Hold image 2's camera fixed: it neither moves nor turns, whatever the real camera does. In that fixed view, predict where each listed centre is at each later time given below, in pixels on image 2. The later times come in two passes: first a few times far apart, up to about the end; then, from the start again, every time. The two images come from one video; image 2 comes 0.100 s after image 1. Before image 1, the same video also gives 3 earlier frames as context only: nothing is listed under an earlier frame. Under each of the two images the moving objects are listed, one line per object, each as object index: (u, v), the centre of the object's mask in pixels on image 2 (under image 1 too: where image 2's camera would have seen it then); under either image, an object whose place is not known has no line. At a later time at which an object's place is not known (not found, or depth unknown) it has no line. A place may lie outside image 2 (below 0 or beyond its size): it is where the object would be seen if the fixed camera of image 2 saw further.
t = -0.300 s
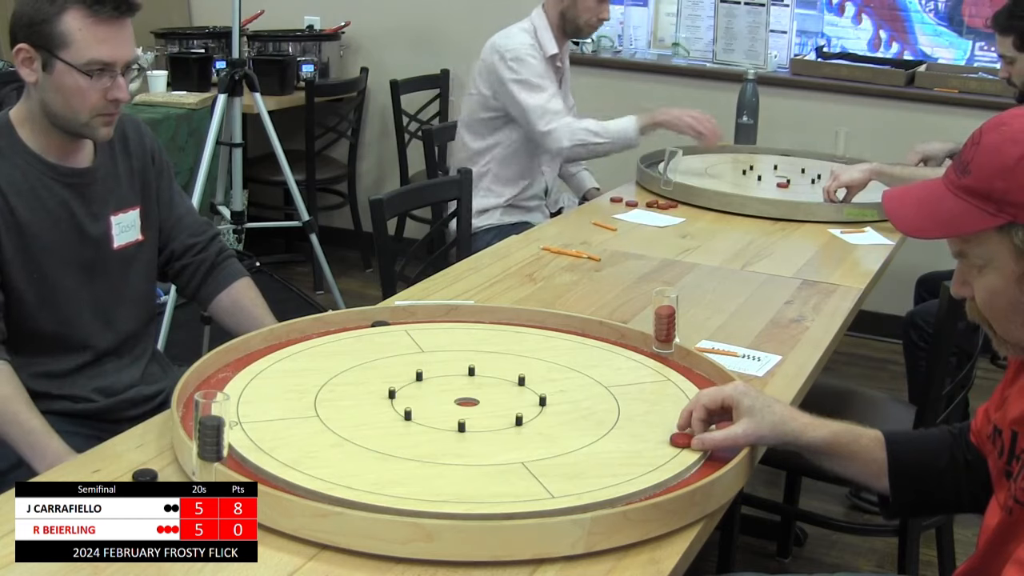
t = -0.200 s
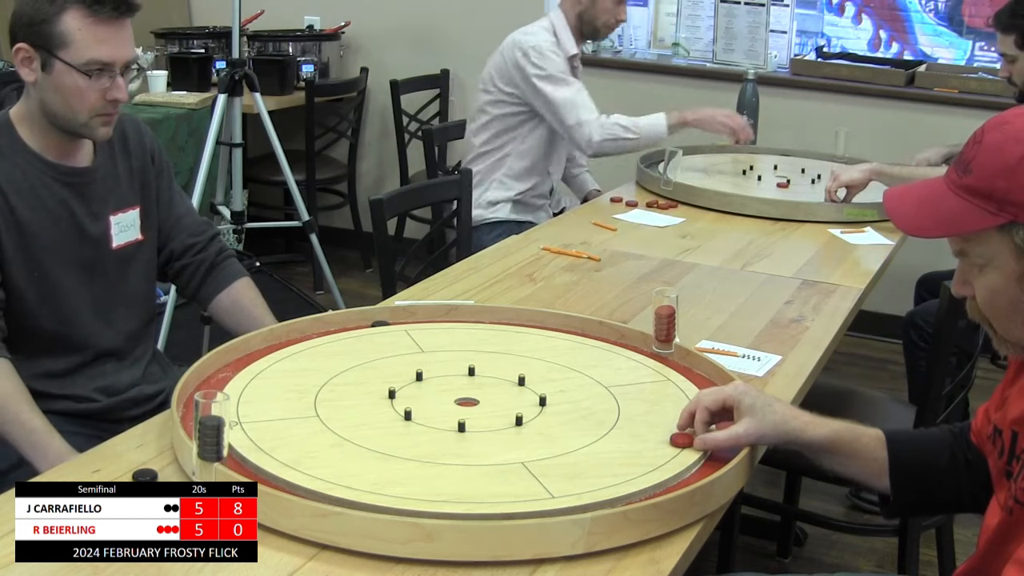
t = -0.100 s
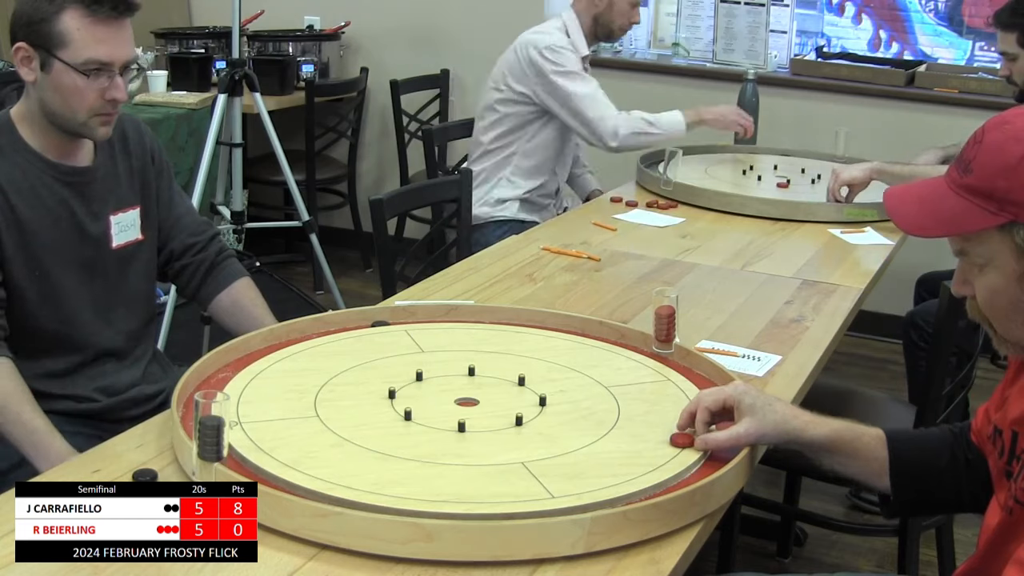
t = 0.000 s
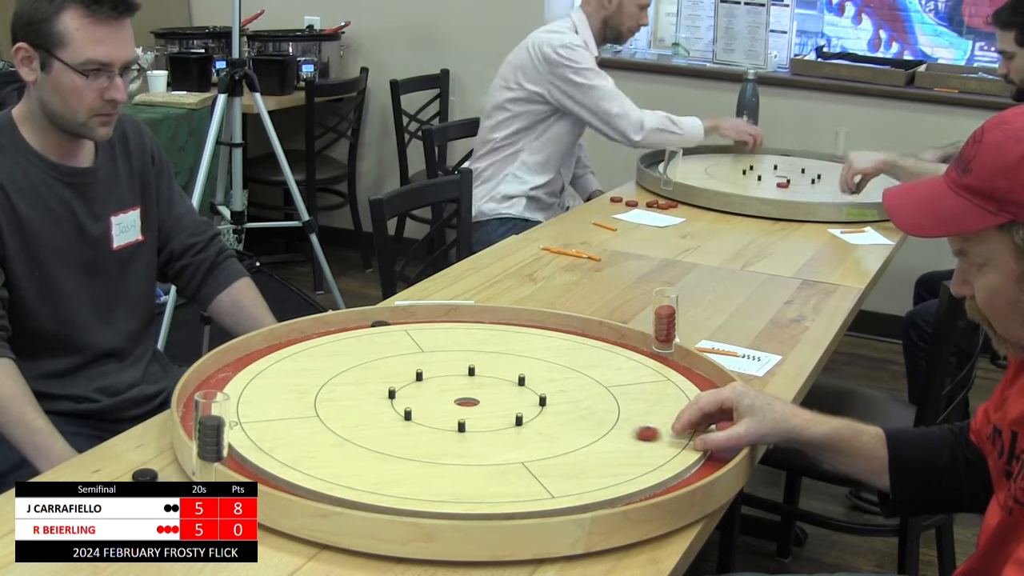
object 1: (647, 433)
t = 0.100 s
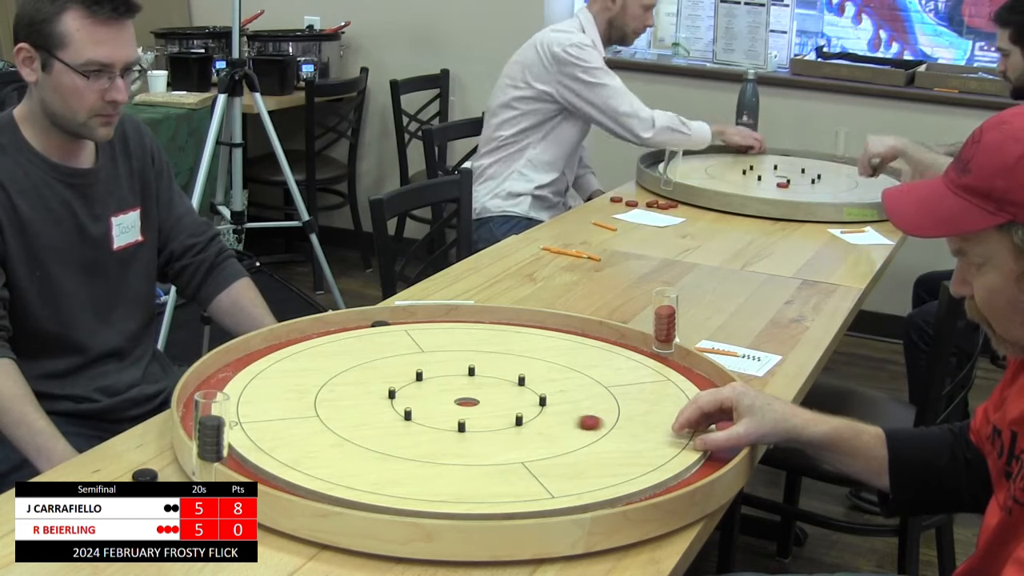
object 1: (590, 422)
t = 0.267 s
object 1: (514, 406)
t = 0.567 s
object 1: (453, 397)
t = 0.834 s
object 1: (453, 397)
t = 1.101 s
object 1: (453, 397)
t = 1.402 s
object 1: (453, 397)
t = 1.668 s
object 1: (453, 397)
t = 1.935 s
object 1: (453, 397)
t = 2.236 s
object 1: (453, 397)
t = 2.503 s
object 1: (453, 397)
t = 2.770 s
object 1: (453, 397)
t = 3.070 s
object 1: (453, 397)
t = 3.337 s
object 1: (453, 397)
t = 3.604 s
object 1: (453, 397)
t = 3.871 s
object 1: (453, 397)
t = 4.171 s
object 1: (453, 397)
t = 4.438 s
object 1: (453, 397)
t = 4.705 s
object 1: (453, 397)
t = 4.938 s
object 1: (453, 397)
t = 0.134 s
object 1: (573, 419)
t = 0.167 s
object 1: (557, 416)
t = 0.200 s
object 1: (542, 413)
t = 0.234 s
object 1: (527, 409)
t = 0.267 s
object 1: (514, 406)
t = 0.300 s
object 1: (503, 404)
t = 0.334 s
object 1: (492, 402)
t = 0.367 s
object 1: (482, 400)
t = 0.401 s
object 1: (472, 398)
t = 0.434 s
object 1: (464, 396)
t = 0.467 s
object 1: (459, 394)
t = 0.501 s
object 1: (456, 396)
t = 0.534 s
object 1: (454, 397)
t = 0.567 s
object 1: (453, 397)
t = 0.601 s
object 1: (453, 397)
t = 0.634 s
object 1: (453, 397)
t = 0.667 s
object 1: (453, 397)
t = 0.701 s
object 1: (453, 397)
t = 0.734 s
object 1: (453, 397)
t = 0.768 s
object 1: (453, 397)
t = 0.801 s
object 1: (453, 397)
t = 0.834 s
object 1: (453, 397)
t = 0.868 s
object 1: (453, 397)
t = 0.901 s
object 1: (453, 397)
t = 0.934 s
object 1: (453, 397)
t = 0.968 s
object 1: (453, 397)
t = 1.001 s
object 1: (453, 397)
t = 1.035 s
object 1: (453, 397)
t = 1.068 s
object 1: (453, 397)
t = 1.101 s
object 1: (453, 397)
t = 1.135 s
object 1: (453, 397)
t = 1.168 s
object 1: (453, 397)
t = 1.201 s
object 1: (453, 397)
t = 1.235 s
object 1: (453, 397)
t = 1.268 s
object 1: (453, 397)
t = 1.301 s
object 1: (453, 397)
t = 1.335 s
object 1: (453, 397)
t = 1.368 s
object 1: (453, 397)
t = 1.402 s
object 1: (453, 397)
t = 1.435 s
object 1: (453, 397)
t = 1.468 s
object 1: (453, 397)
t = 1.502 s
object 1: (453, 397)
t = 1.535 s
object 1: (453, 397)
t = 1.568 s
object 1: (453, 397)
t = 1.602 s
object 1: (453, 397)
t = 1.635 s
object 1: (453, 397)
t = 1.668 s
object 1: (453, 397)
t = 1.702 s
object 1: (453, 397)
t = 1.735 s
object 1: (453, 397)
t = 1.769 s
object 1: (453, 397)
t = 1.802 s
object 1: (453, 397)
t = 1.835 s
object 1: (453, 397)
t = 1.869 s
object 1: (453, 397)
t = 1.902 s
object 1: (453, 397)
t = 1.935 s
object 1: (453, 397)
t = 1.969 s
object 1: (453, 397)
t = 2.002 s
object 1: (453, 397)
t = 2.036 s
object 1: (453, 397)
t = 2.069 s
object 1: (453, 397)
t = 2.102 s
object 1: (453, 397)
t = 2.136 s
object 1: (453, 397)
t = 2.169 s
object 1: (453, 397)
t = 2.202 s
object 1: (453, 397)
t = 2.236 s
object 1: (453, 397)
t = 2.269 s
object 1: (453, 397)
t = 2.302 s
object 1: (453, 397)
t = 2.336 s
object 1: (453, 397)
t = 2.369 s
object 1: (453, 397)
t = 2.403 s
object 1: (453, 397)
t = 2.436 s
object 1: (453, 397)
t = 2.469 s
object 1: (453, 397)
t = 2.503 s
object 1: (453, 397)
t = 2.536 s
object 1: (453, 397)
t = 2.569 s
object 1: (453, 397)
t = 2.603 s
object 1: (453, 397)
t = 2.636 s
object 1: (453, 397)
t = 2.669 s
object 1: (453, 397)
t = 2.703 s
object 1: (453, 397)
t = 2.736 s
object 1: (453, 397)
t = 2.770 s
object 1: (453, 397)
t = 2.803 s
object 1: (453, 397)
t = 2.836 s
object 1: (453, 397)
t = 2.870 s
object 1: (453, 397)
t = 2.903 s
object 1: (453, 397)
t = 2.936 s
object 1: (453, 397)
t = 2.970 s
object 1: (453, 397)
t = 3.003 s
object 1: (453, 397)
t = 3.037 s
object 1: (453, 397)
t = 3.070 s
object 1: (453, 397)
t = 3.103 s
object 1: (453, 397)
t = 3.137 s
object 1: (453, 397)
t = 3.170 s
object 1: (453, 397)
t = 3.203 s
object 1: (453, 397)
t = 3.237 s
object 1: (453, 397)
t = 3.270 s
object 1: (453, 397)
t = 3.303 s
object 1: (453, 397)
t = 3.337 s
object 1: (453, 397)
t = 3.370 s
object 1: (453, 397)
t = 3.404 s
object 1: (453, 397)
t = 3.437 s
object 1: (453, 397)
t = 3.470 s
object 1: (453, 397)
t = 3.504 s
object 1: (453, 397)
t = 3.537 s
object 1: (453, 397)
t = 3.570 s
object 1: (453, 397)
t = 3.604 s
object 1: (453, 397)
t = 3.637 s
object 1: (453, 397)
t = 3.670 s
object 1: (453, 397)
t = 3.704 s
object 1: (453, 397)
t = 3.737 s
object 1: (453, 397)
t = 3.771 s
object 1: (453, 397)
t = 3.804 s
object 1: (453, 397)
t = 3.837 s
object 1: (453, 397)
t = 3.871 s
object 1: (453, 397)
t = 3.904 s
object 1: (453, 397)
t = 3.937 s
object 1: (453, 397)
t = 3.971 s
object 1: (453, 397)
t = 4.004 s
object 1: (453, 397)
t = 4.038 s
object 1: (453, 397)
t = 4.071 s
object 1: (453, 397)
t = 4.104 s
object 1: (453, 397)
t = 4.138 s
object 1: (453, 397)
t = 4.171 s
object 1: (453, 397)
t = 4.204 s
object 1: (453, 397)
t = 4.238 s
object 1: (453, 397)
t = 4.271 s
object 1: (453, 397)
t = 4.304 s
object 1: (453, 397)
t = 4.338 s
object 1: (453, 397)
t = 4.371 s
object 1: (453, 397)
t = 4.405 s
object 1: (453, 397)
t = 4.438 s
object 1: (453, 397)
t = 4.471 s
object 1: (453, 397)
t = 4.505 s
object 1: (453, 397)
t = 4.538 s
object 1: (453, 397)
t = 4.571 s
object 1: (453, 397)
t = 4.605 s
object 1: (453, 397)
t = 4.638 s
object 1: (453, 397)
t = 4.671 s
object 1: (453, 397)
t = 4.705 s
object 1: (453, 397)
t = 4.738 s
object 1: (453, 397)
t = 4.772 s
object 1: (453, 397)
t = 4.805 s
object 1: (453, 397)
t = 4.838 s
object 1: (453, 397)
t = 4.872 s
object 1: (453, 397)
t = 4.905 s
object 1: (453, 397)
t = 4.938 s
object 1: (453, 397)
